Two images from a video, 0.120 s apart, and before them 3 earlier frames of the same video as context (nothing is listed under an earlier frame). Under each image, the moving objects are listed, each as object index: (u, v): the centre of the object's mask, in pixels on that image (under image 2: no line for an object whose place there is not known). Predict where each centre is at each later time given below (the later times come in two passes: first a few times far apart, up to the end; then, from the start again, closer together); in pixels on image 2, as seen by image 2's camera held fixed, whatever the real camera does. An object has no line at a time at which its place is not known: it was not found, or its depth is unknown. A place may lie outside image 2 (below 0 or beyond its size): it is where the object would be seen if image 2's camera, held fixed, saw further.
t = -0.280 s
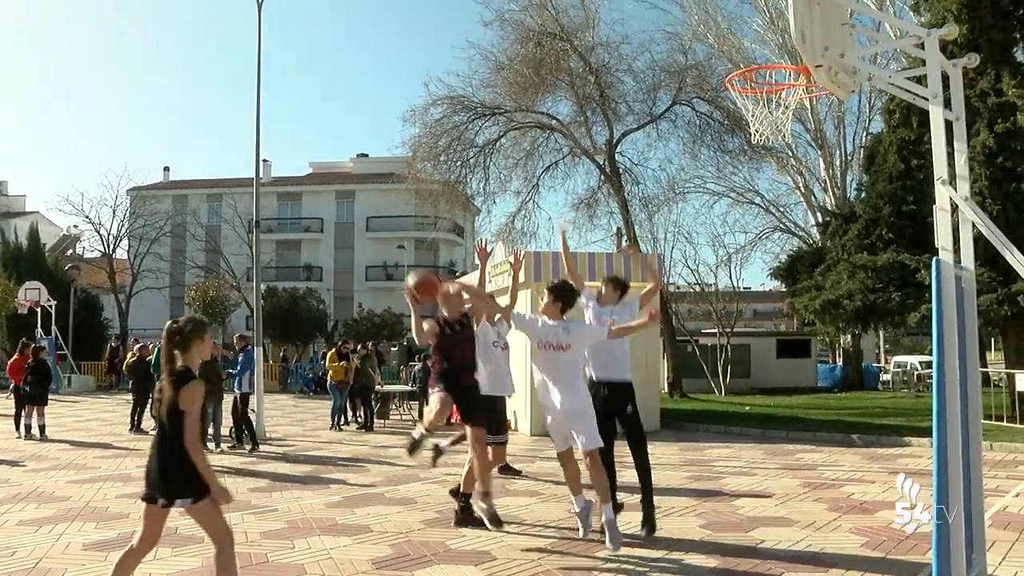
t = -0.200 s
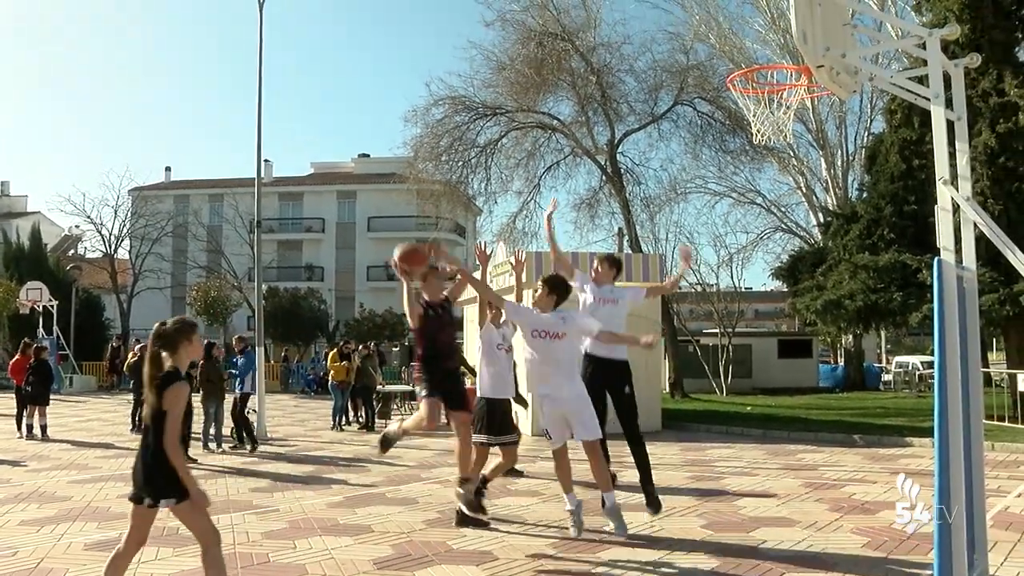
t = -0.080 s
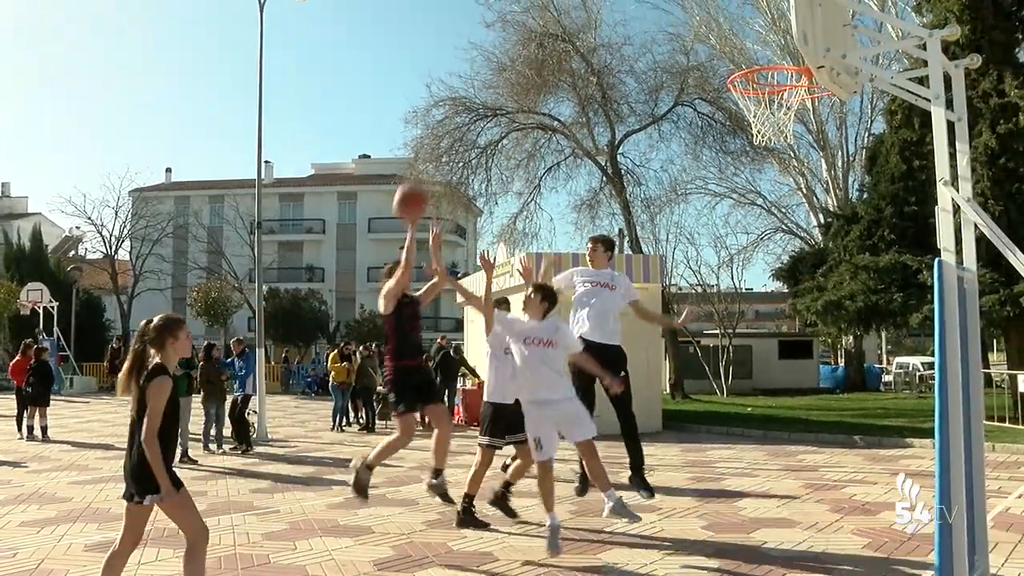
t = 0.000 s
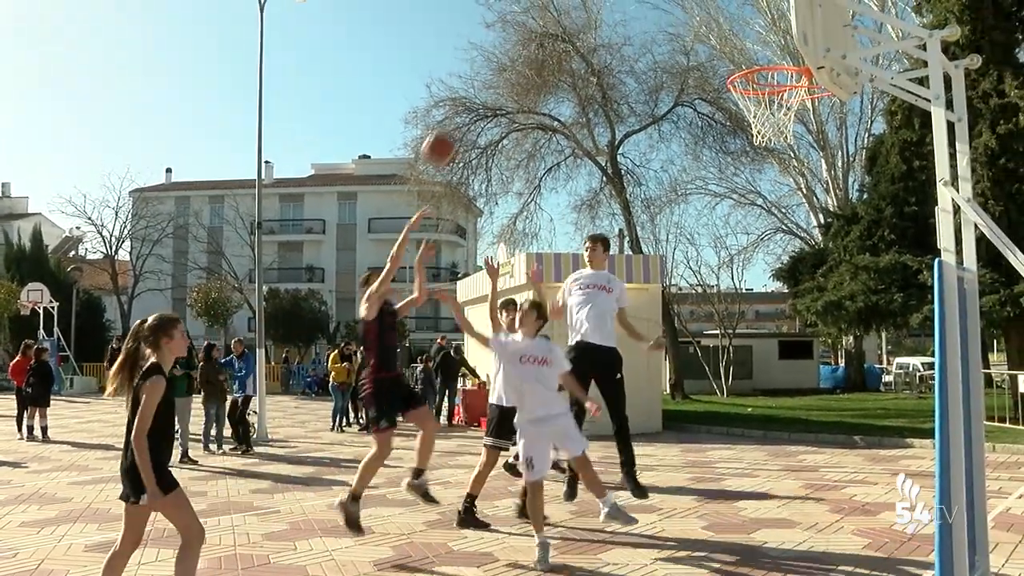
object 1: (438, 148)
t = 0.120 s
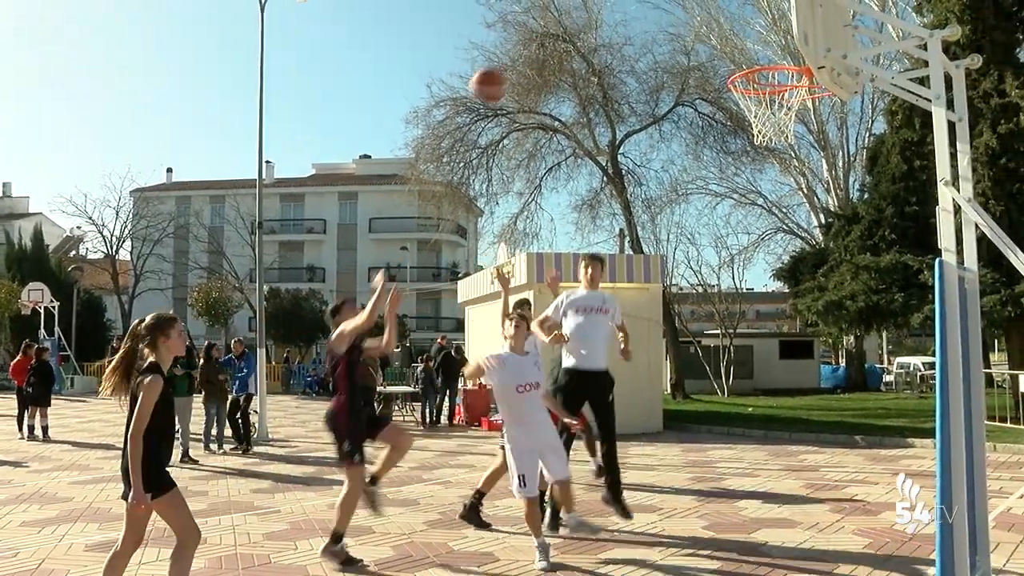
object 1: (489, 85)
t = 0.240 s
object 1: (539, 37)
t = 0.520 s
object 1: (670, 10)
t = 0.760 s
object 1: (783, 50)
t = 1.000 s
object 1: (700, 99)
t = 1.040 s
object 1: (684, 119)
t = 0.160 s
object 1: (505, 69)
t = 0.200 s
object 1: (521, 54)
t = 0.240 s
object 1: (539, 37)
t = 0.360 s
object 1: (592, 13)
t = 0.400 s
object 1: (609, 10)
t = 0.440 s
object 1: (630, 9)
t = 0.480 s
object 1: (649, 9)
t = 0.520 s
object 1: (670, 10)
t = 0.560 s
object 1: (689, 12)
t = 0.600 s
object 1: (710, 15)
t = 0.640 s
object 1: (732, 22)
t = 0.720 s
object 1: (775, 48)
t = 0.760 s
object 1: (783, 50)
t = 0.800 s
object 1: (775, 49)
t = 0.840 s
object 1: (761, 54)
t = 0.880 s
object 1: (746, 61)
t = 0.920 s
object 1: (730, 71)
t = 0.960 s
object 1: (715, 84)
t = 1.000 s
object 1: (700, 99)
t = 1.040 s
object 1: (684, 119)
